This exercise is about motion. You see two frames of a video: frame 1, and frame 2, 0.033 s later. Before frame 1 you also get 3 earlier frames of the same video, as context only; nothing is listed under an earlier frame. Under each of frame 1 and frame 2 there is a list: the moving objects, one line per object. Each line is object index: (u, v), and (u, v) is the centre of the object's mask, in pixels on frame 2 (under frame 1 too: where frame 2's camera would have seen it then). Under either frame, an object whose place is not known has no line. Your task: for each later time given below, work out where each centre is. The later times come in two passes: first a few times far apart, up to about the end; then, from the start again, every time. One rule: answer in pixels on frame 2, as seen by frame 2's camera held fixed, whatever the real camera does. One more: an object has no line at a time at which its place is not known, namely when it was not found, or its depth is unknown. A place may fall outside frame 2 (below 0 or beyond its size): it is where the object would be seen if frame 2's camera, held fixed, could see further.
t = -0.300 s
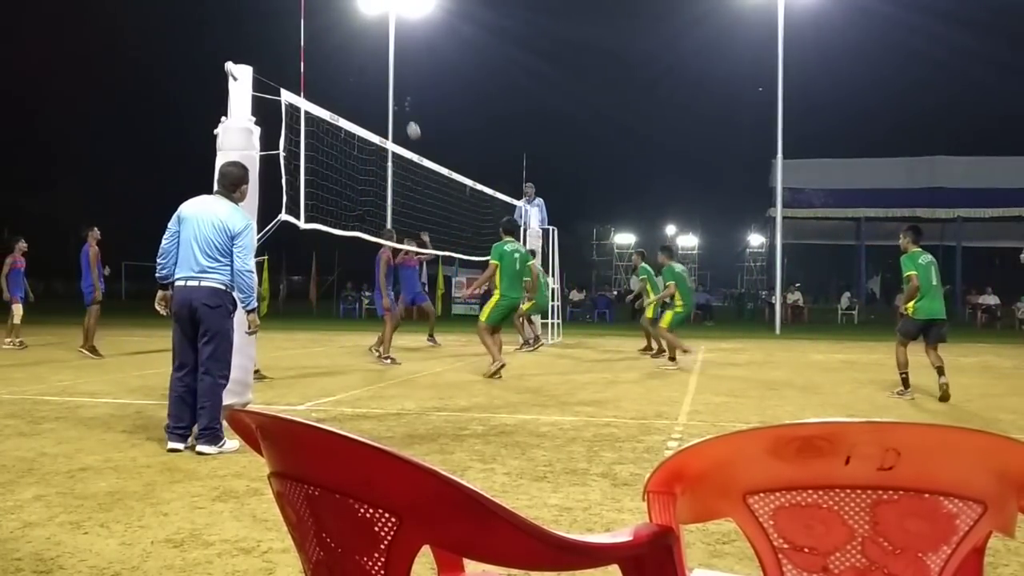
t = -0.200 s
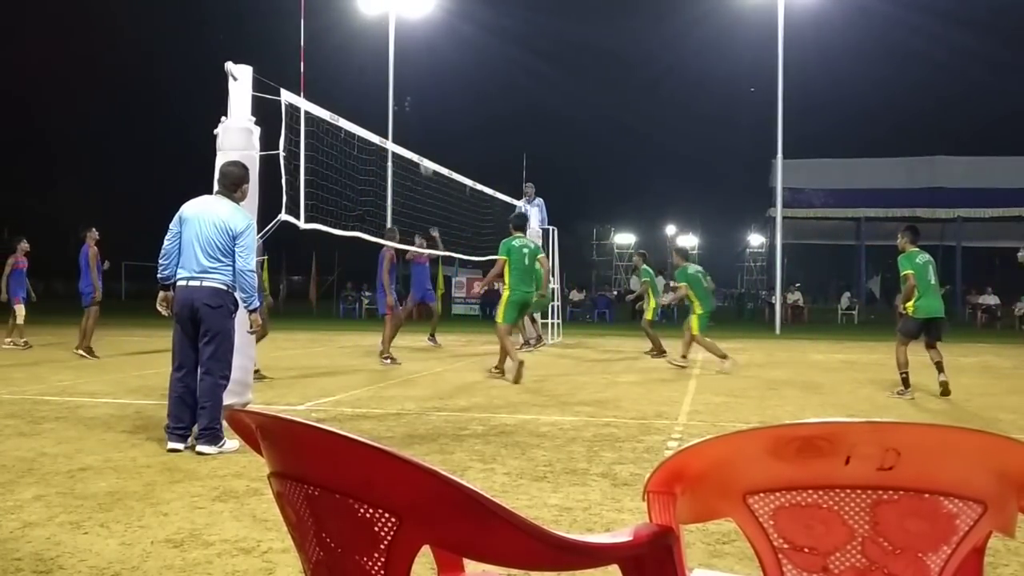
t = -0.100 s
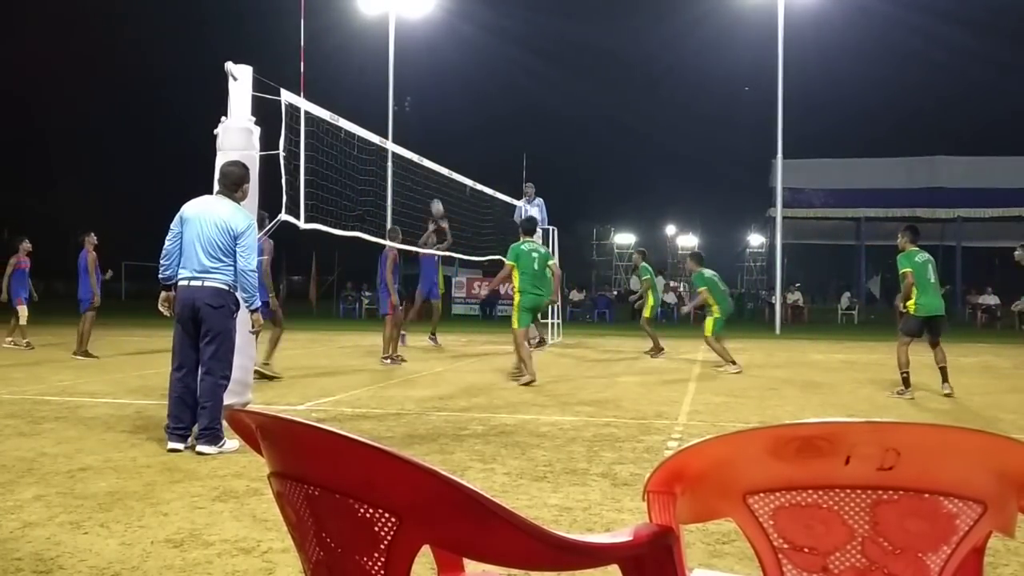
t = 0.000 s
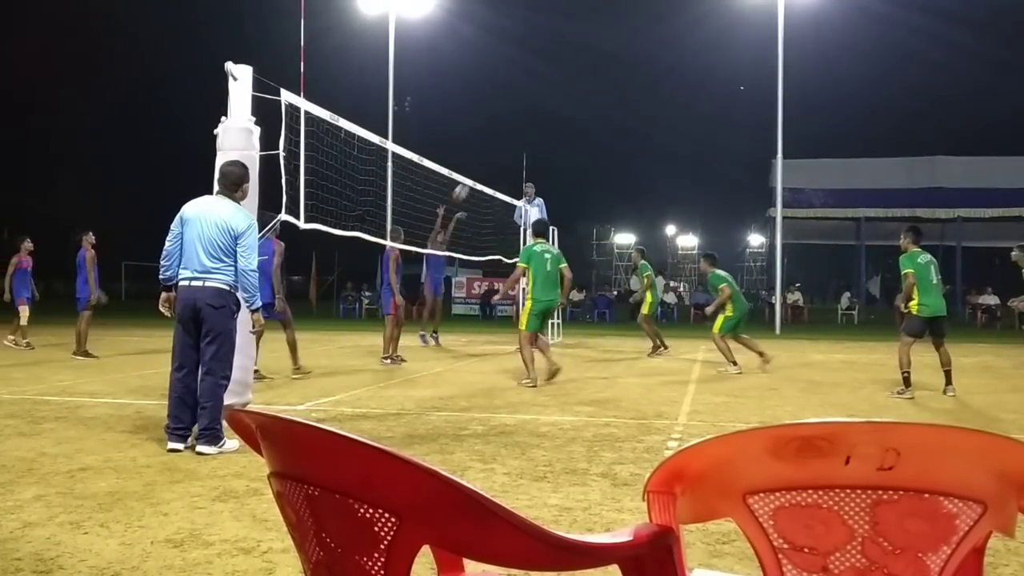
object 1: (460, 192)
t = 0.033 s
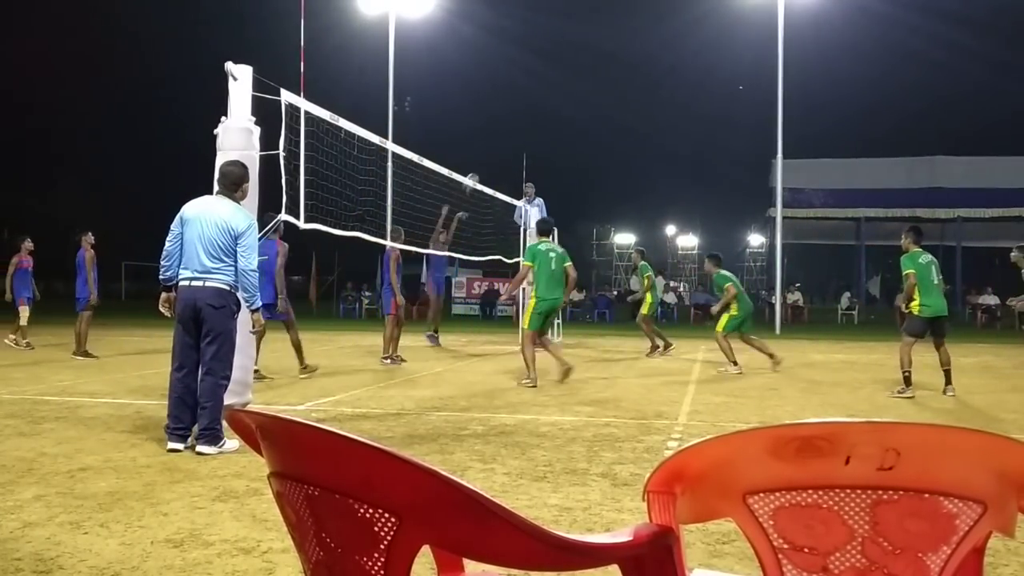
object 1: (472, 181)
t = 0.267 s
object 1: (544, 124)
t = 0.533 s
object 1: (643, 92)
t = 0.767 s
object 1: (744, 105)
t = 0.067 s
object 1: (480, 172)
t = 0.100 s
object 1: (490, 163)
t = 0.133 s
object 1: (501, 154)
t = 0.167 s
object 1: (511, 146)
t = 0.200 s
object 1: (522, 139)
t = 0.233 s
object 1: (533, 131)
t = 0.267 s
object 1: (544, 124)
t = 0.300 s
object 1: (556, 118)
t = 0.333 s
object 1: (567, 112)
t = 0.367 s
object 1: (579, 107)
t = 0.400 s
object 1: (591, 102)
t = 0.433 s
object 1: (603, 99)
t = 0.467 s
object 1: (617, 96)
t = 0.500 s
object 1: (630, 93)
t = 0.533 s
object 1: (643, 92)
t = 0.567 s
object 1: (656, 91)
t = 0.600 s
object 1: (670, 92)
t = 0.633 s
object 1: (684, 93)
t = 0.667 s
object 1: (698, 94)
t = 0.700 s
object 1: (713, 97)
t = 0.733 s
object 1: (728, 100)
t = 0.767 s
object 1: (744, 105)
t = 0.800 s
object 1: (760, 110)
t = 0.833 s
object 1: (776, 117)
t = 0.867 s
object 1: (794, 125)
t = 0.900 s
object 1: (811, 135)
